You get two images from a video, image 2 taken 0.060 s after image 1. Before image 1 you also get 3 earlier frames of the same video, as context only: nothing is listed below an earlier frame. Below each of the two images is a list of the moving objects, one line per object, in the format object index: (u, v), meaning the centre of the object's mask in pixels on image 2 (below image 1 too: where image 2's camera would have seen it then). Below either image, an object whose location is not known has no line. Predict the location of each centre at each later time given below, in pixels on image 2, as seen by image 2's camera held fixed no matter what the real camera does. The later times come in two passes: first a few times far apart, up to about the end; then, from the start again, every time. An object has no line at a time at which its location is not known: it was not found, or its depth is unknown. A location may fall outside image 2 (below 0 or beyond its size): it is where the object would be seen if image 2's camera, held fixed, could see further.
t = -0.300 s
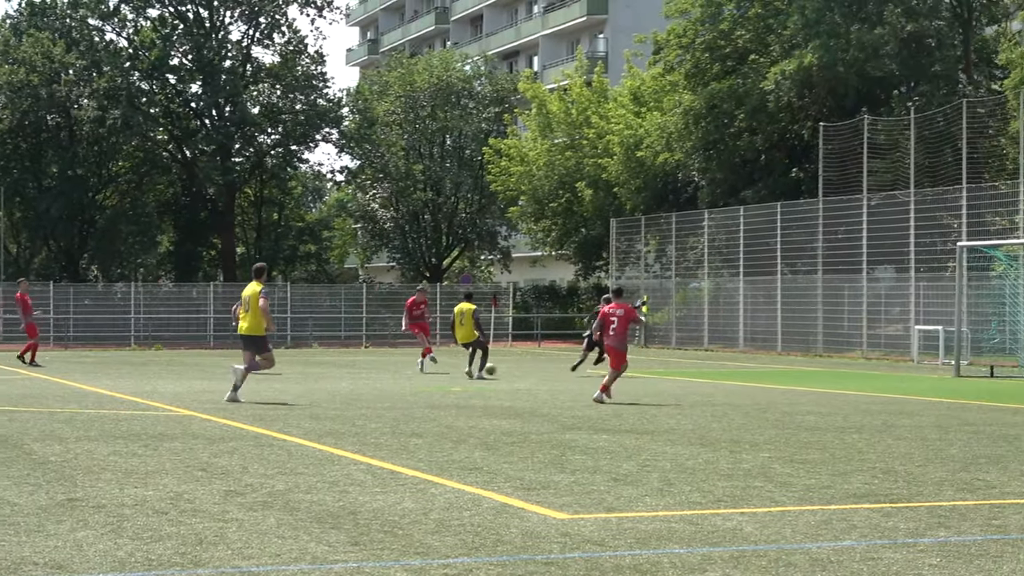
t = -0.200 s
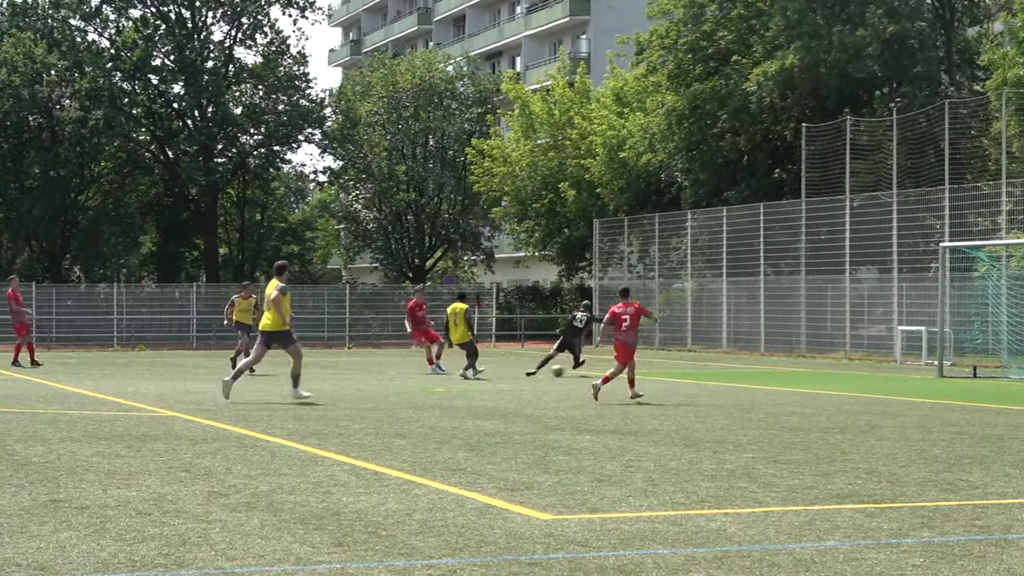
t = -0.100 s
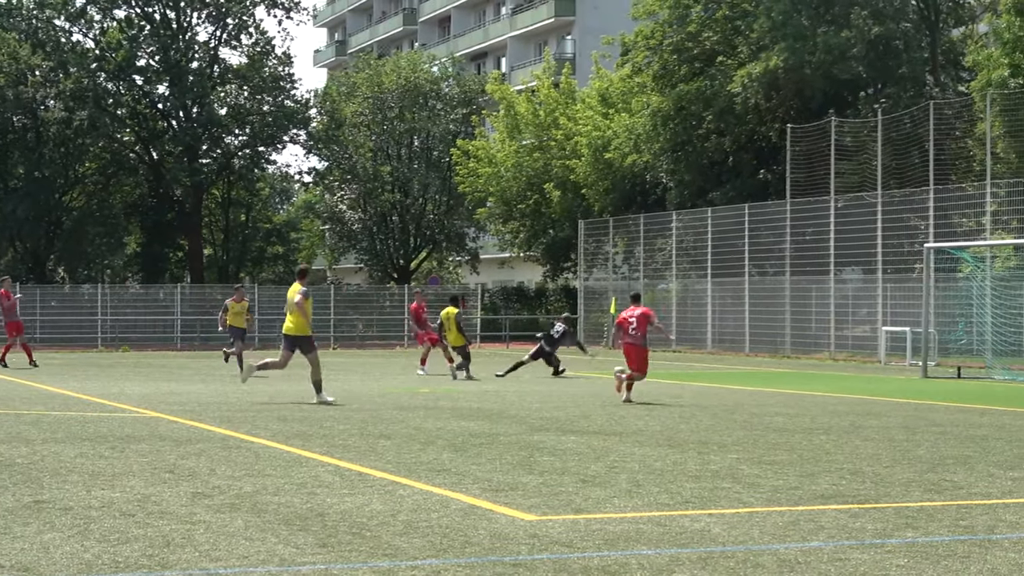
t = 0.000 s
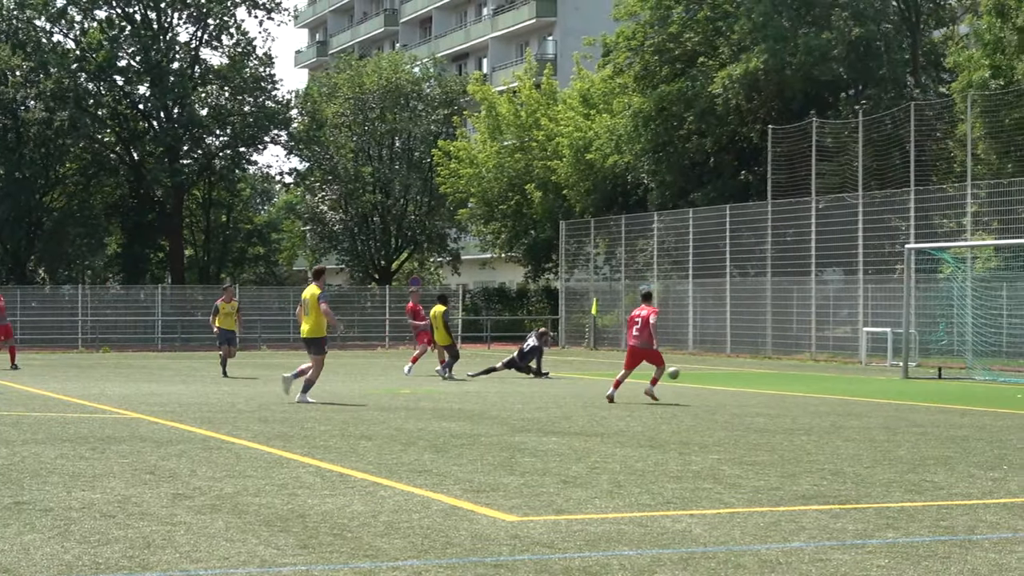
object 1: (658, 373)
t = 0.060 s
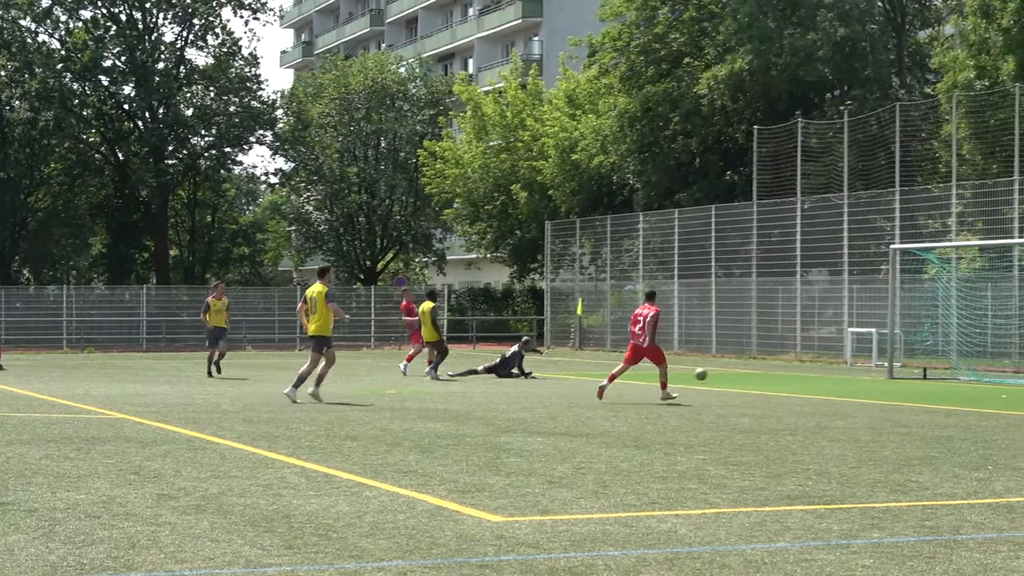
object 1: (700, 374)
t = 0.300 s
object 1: (856, 377)
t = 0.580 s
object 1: (1022, 383)
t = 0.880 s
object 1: (1189, 385)
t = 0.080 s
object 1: (714, 374)
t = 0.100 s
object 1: (728, 375)
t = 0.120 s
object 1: (742, 377)
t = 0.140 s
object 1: (756, 378)
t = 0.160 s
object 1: (768, 377)
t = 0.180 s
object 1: (781, 376)
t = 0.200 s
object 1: (793, 376)
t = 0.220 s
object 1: (806, 376)
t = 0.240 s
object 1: (819, 375)
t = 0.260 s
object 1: (831, 376)
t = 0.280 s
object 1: (844, 376)
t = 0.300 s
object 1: (856, 377)
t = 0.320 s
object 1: (869, 378)
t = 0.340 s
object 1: (882, 379)
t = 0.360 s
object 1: (894, 380)
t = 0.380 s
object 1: (905, 379)
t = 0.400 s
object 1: (917, 379)
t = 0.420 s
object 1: (929, 379)
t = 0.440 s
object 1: (940, 379)
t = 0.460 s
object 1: (952, 379)
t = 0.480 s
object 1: (964, 381)
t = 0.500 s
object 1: (975, 382)
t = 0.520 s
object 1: (987, 382)
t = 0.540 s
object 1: (998, 382)
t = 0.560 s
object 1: (1010, 382)
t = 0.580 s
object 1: (1022, 383)
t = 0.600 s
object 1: (1033, 383)
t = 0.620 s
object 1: (1045, 384)
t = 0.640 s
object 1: (1057, 384)
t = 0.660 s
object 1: (1068, 384)
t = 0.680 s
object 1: (1079, 383)
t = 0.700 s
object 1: (1091, 384)
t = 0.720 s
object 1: (1102, 383)
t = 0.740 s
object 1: (1113, 384)
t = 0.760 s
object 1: (1125, 386)
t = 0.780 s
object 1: (1132, 386)
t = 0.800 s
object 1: (1148, 387)
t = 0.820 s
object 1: (1159, 386)
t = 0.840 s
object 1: (1170, 386)
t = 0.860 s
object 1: (1180, 386)
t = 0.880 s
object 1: (1189, 385)
